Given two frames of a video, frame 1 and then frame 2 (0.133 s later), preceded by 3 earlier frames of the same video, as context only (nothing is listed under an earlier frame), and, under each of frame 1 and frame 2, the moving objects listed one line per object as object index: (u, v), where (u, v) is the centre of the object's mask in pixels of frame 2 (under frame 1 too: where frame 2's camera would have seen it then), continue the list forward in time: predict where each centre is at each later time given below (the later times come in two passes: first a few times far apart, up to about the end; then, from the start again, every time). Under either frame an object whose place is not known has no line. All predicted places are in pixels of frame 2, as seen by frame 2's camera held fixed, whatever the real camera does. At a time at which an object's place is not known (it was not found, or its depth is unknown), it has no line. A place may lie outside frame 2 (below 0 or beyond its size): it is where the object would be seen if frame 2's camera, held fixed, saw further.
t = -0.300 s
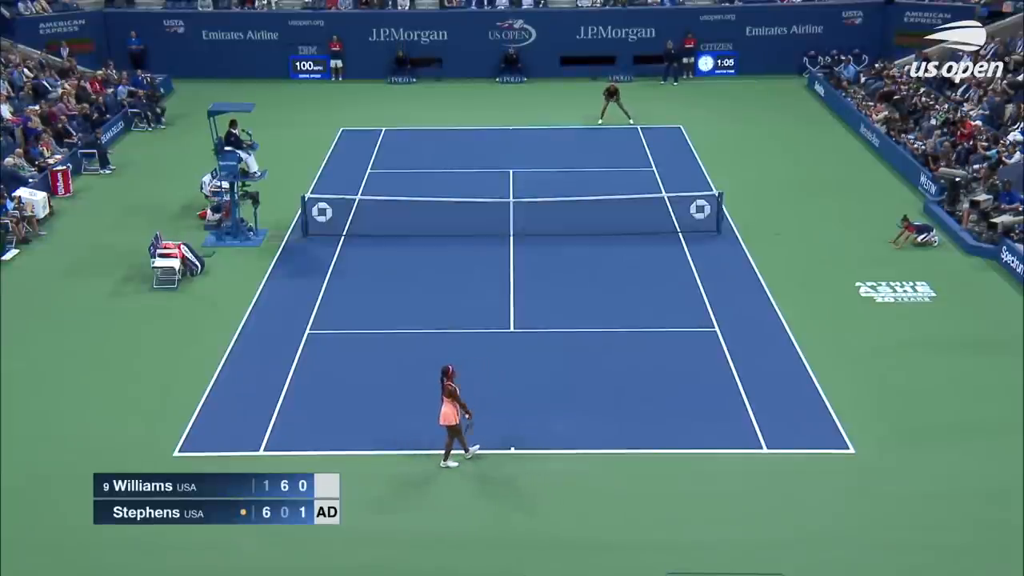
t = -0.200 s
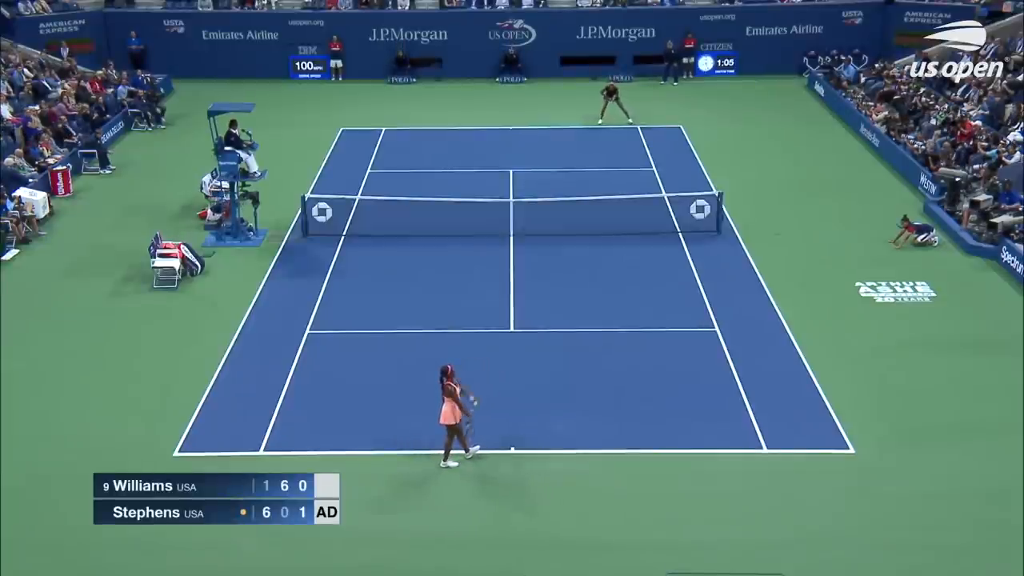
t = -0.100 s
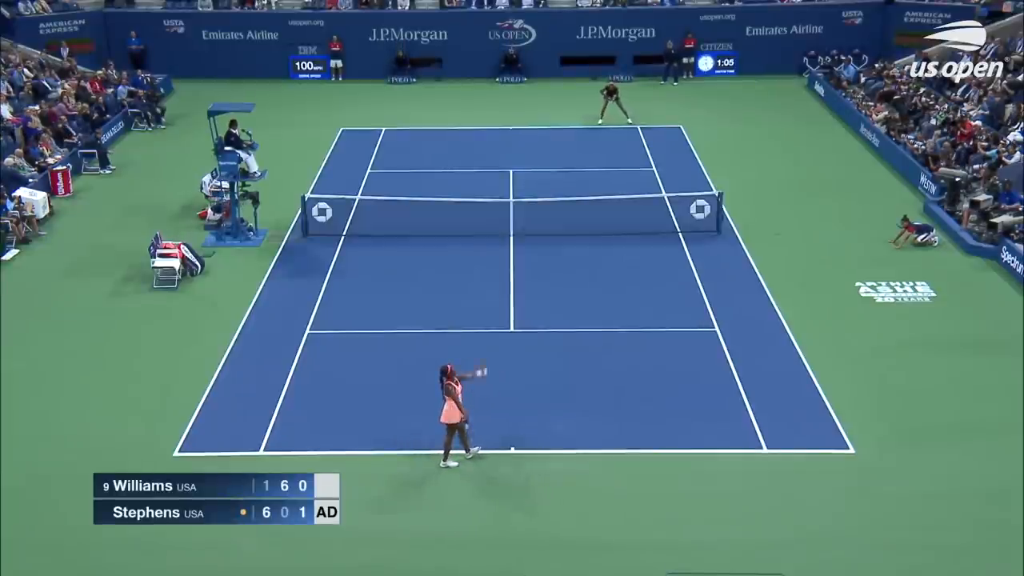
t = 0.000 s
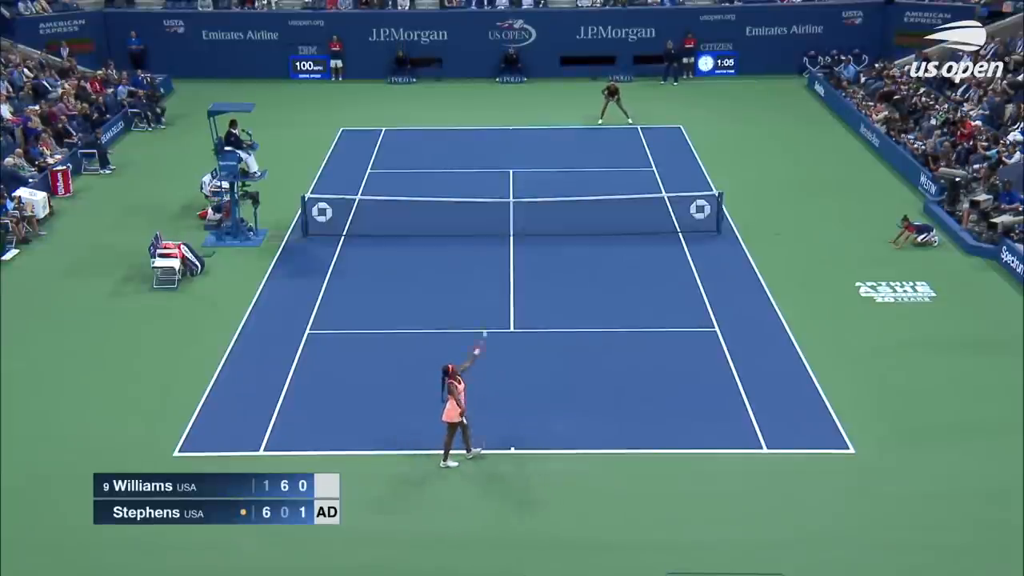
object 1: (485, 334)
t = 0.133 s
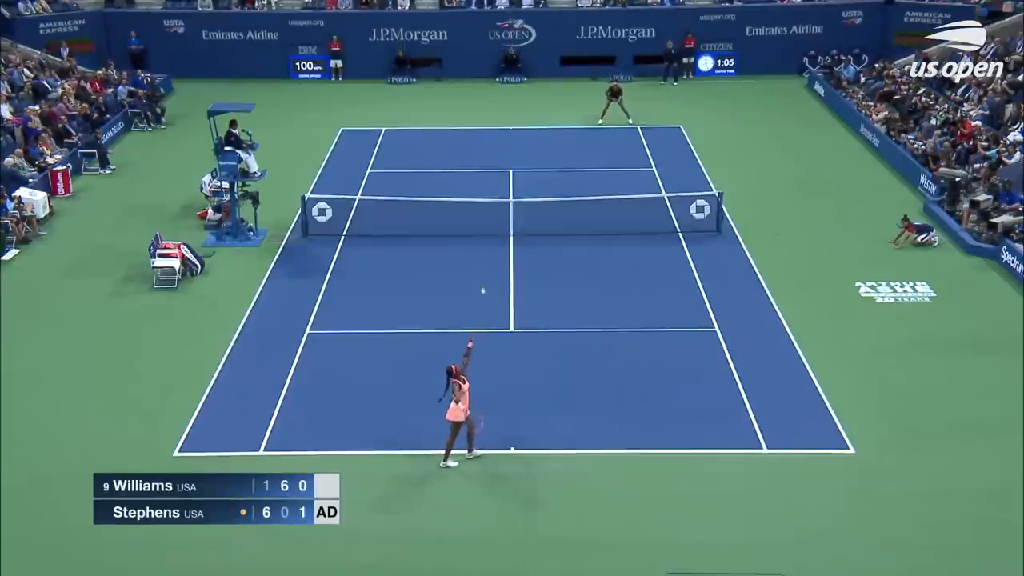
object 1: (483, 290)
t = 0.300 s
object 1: (480, 252)
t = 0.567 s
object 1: (478, 225)
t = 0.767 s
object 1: (476, 233)
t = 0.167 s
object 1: (482, 280)
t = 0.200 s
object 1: (482, 272)
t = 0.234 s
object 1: (481, 265)
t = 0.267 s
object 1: (481, 258)
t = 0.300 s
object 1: (480, 252)
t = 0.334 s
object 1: (480, 246)
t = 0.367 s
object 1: (480, 241)
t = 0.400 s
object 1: (479, 237)
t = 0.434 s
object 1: (479, 233)
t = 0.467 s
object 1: (479, 230)
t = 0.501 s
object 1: (478, 228)
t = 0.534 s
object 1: (478, 226)
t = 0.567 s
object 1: (478, 225)
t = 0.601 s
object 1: (478, 225)
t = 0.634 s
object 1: (477, 225)
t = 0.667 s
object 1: (477, 226)
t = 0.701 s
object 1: (477, 227)
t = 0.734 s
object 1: (476, 230)
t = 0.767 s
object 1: (476, 233)
